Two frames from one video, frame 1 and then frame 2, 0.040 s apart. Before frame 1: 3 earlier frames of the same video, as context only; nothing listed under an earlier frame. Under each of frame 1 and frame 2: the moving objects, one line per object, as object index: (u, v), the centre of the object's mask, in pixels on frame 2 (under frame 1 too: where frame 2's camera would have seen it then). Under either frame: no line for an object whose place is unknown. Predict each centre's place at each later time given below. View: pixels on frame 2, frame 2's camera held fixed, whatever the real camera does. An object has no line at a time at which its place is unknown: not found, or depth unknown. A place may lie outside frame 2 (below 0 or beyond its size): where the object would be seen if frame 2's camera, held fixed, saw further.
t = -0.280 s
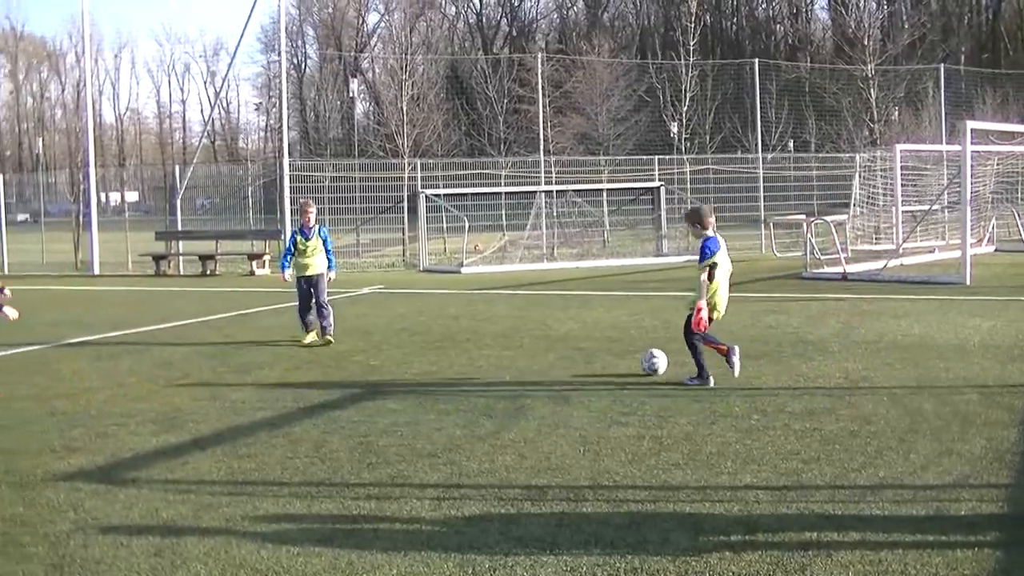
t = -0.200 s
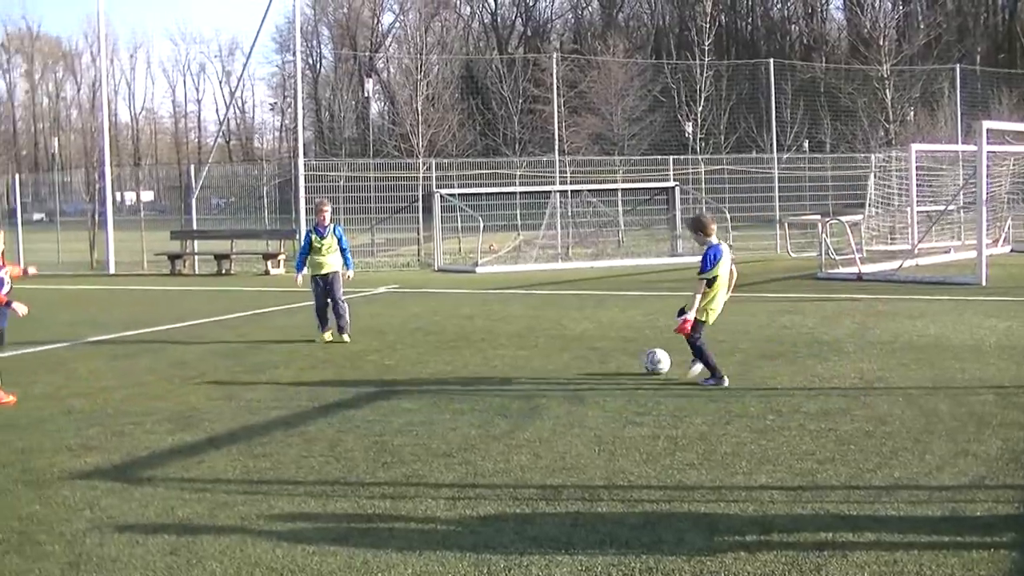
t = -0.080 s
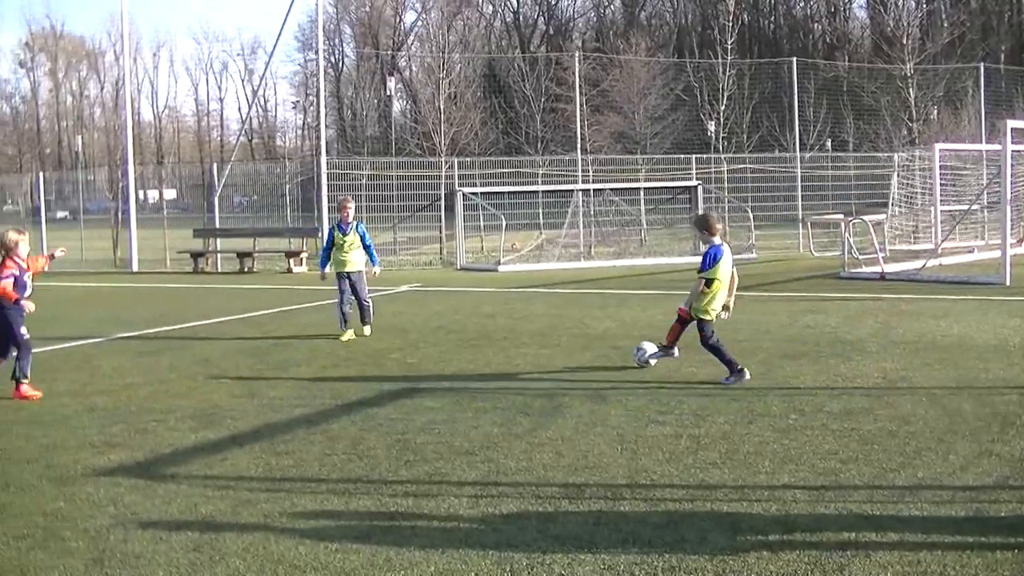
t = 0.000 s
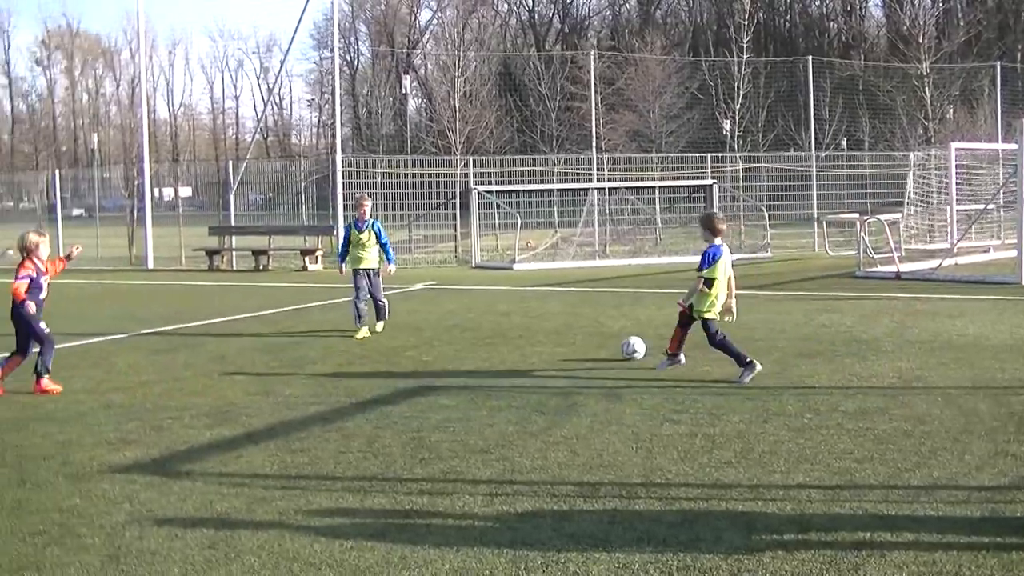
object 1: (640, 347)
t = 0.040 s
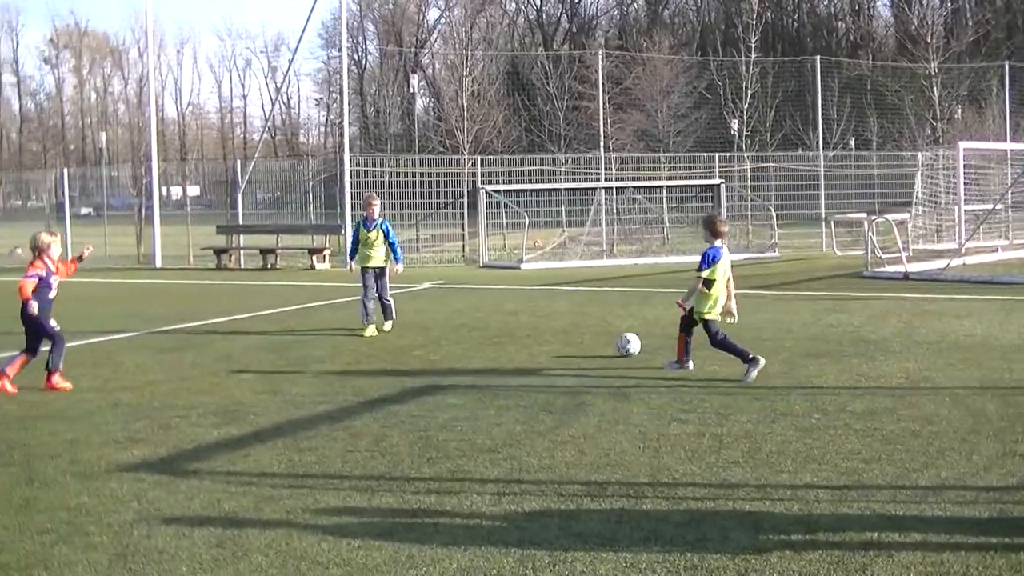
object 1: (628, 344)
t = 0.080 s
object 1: (619, 343)
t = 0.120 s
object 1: (611, 341)
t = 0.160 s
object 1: (602, 340)
